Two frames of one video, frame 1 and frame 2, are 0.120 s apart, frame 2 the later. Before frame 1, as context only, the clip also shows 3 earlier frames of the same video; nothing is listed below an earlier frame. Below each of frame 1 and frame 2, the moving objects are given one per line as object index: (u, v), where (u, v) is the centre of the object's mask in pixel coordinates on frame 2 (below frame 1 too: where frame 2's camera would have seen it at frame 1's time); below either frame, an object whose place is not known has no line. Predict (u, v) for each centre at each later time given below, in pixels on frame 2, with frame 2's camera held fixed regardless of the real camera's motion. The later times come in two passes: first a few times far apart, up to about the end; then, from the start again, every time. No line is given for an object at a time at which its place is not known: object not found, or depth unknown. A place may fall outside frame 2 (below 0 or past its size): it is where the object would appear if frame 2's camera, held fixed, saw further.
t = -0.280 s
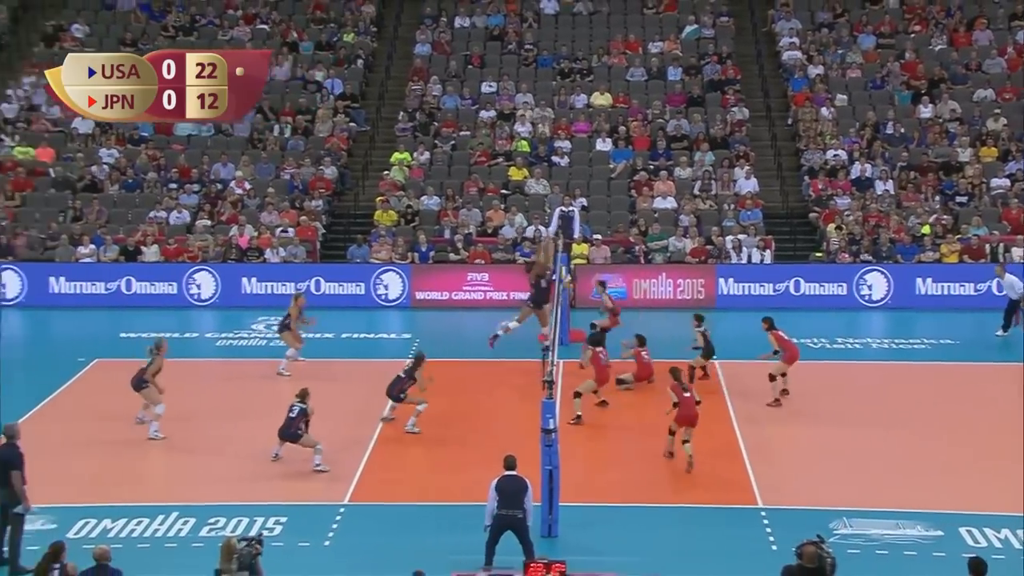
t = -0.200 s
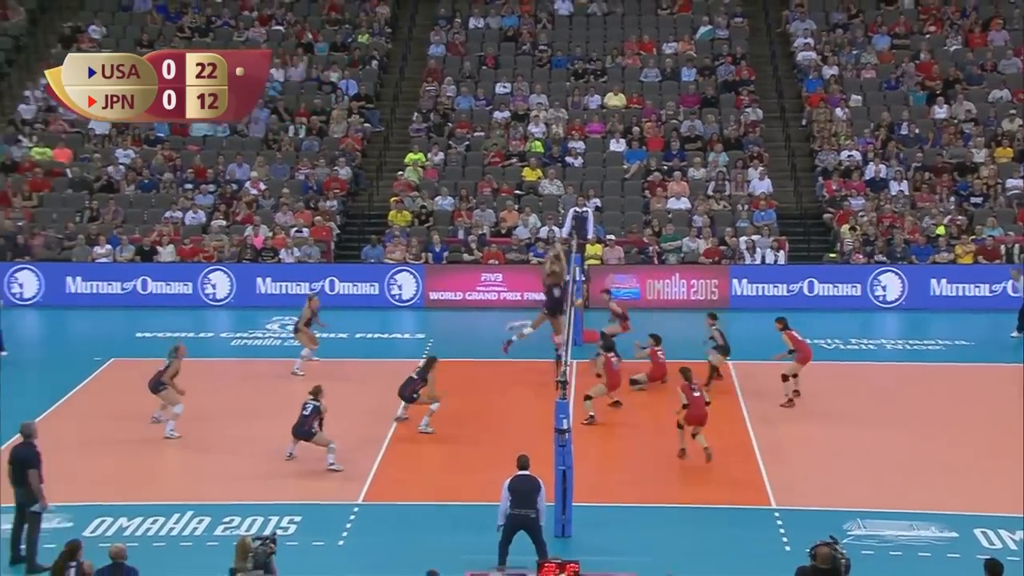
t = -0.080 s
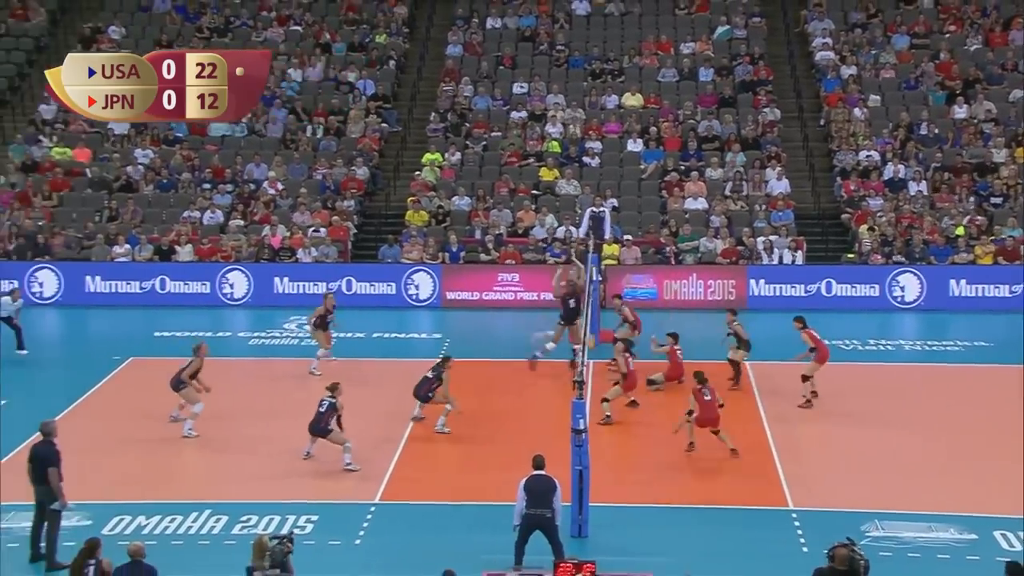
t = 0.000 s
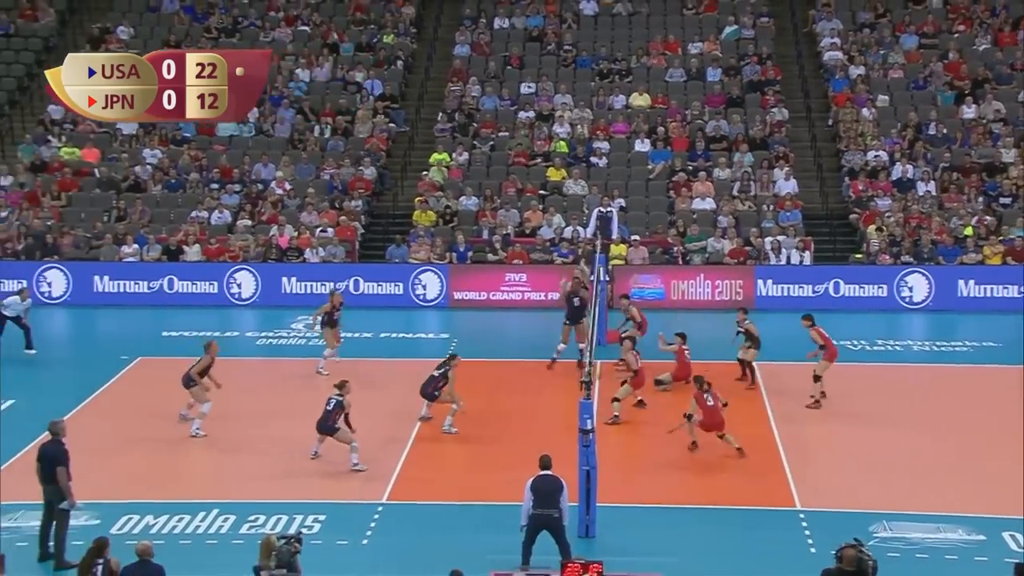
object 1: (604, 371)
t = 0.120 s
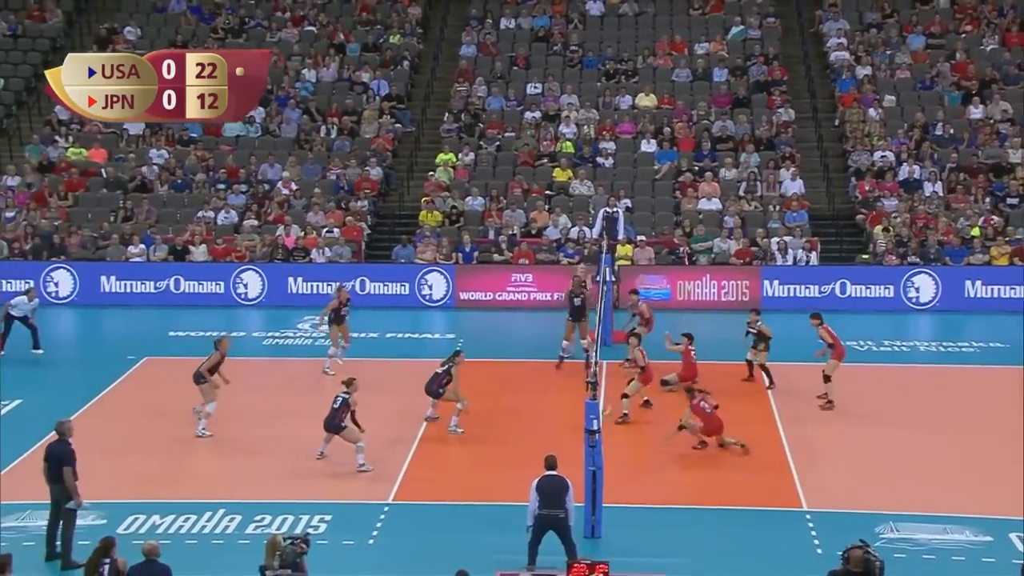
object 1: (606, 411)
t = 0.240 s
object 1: (611, 468)
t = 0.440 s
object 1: (626, 455)
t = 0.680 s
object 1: (645, 457)
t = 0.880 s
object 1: (659, 487)
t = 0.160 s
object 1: (608, 431)
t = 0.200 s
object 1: (609, 447)
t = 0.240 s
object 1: (611, 468)
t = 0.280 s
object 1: (612, 477)
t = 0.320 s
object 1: (617, 471)
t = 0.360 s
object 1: (619, 465)
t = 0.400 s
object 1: (624, 461)
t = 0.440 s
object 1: (626, 455)
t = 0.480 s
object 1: (630, 453)
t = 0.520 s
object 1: (633, 453)
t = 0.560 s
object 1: (636, 452)
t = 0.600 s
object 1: (639, 452)
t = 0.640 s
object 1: (642, 454)
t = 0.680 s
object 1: (645, 457)
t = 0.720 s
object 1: (648, 460)
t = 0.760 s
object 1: (651, 465)
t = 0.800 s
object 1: (654, 471)
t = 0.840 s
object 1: (656, 478)
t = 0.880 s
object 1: (659, 487)
